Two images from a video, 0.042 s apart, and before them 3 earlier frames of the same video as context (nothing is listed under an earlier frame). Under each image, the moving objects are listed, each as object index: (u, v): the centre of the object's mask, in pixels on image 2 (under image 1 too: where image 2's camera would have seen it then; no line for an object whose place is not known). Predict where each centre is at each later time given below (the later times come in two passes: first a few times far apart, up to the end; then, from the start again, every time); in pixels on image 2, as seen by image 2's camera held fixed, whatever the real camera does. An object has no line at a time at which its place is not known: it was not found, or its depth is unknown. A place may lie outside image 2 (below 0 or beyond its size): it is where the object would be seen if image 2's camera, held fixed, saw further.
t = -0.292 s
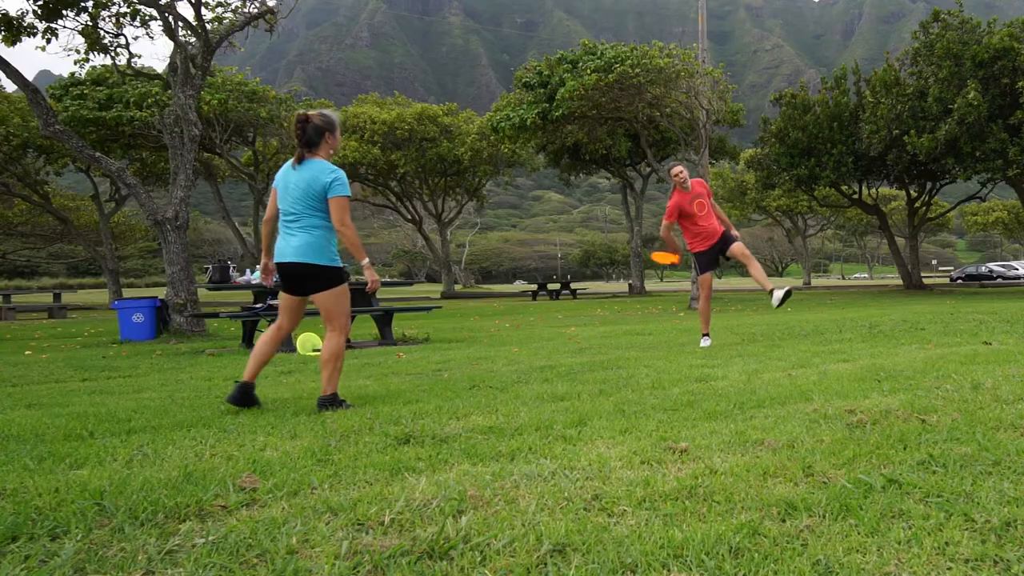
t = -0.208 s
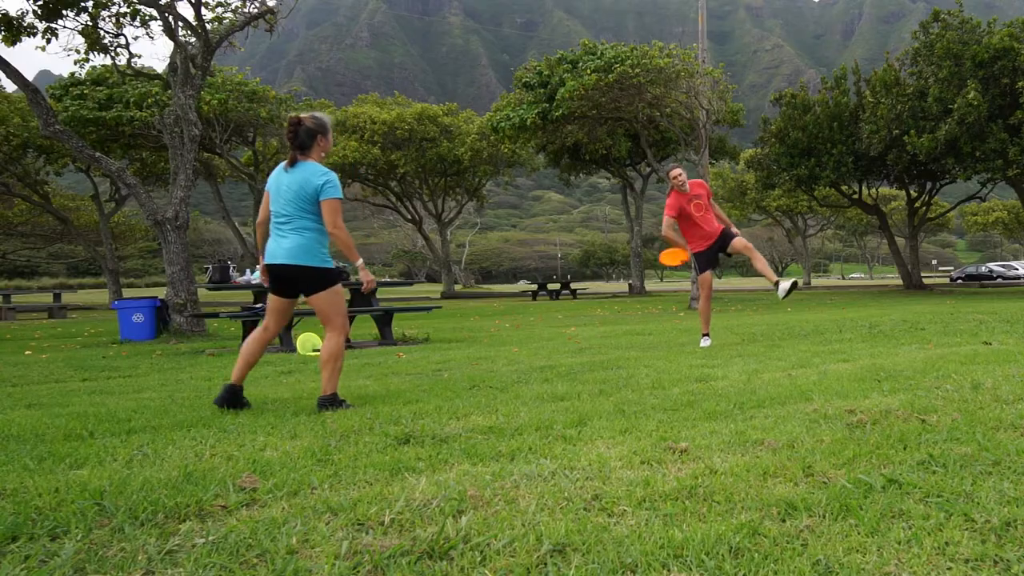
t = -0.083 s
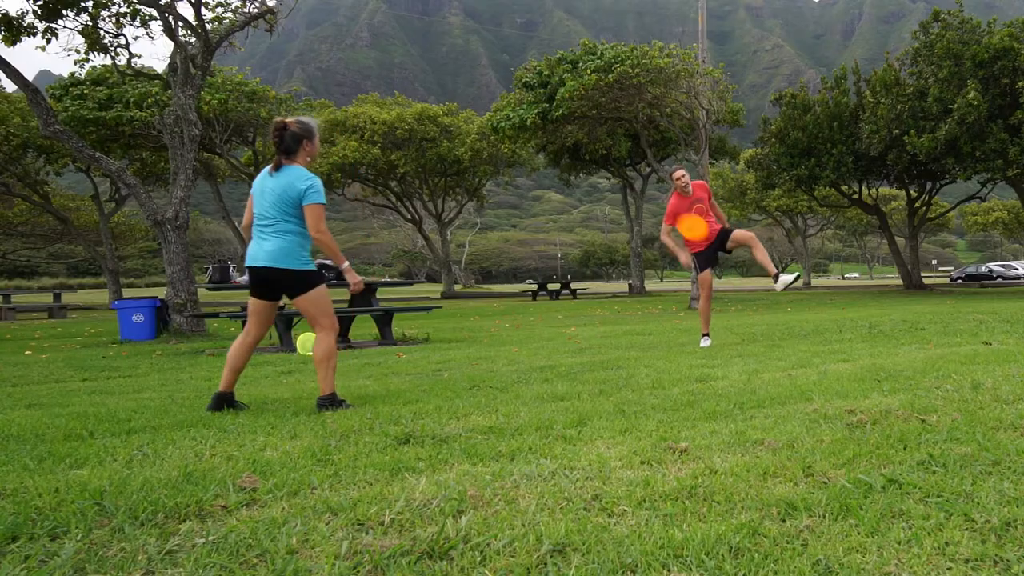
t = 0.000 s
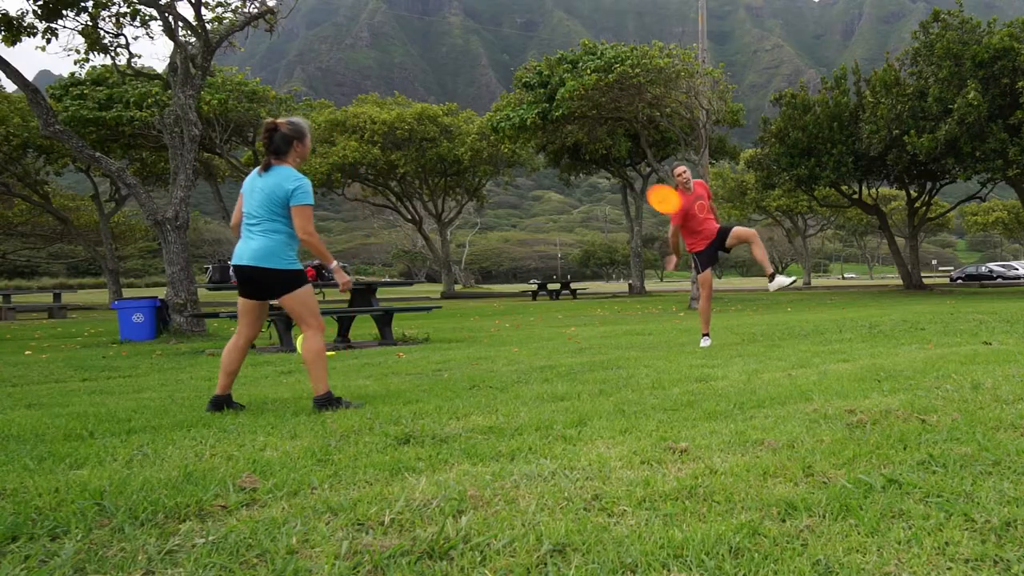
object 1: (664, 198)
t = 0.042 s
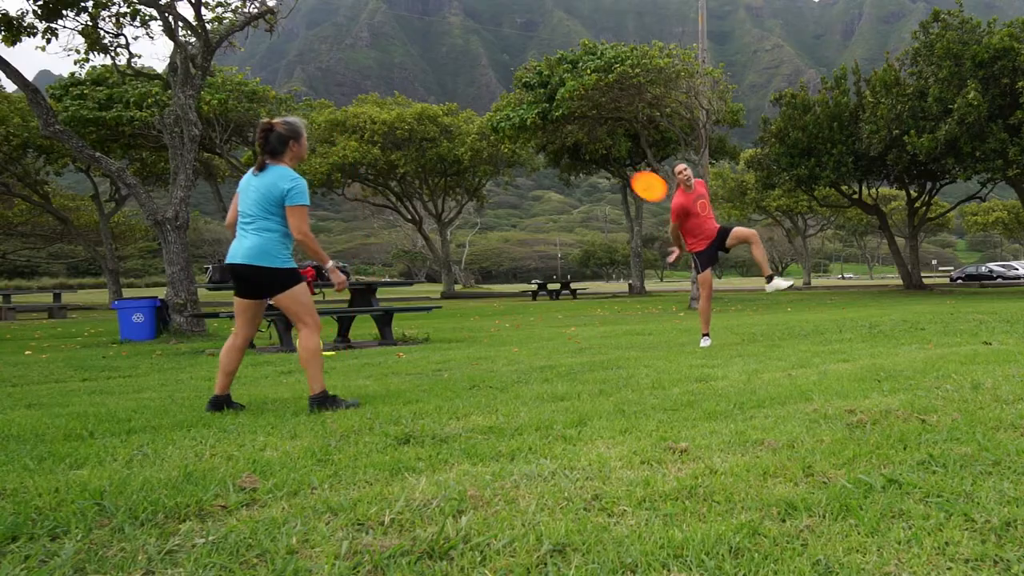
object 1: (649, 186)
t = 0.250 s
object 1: (561, 135)
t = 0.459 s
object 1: (453, 118)
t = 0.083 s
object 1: (633, 174)
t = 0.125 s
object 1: (616, 162)
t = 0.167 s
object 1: (599, 152)
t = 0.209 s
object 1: (580, 143)
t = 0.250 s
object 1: (561, 135)
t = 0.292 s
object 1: (541, 128)
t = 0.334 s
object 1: (520, 123)
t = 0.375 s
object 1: (499, 120)
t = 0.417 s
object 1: (476, 118)
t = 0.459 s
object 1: (453, 118)
